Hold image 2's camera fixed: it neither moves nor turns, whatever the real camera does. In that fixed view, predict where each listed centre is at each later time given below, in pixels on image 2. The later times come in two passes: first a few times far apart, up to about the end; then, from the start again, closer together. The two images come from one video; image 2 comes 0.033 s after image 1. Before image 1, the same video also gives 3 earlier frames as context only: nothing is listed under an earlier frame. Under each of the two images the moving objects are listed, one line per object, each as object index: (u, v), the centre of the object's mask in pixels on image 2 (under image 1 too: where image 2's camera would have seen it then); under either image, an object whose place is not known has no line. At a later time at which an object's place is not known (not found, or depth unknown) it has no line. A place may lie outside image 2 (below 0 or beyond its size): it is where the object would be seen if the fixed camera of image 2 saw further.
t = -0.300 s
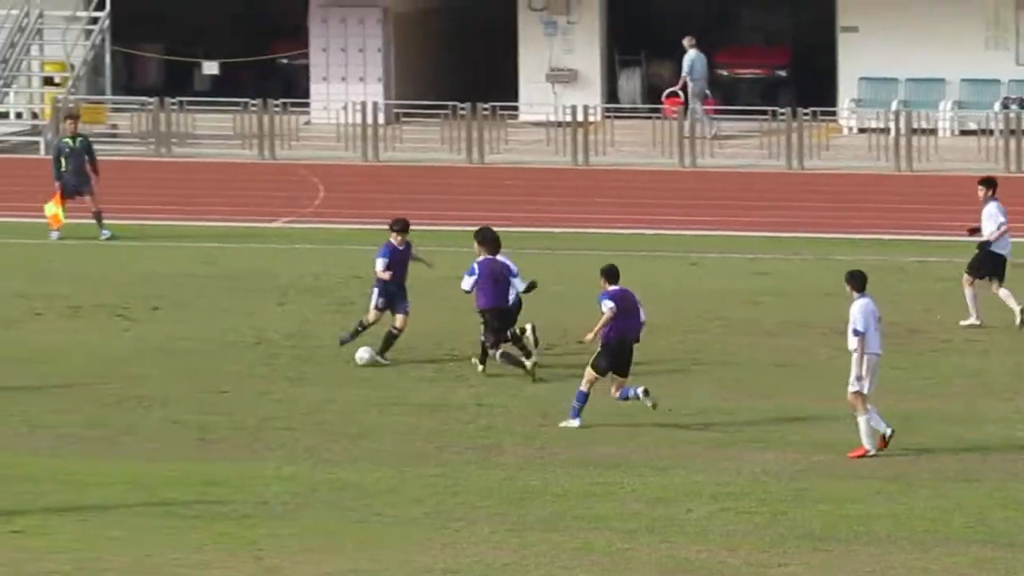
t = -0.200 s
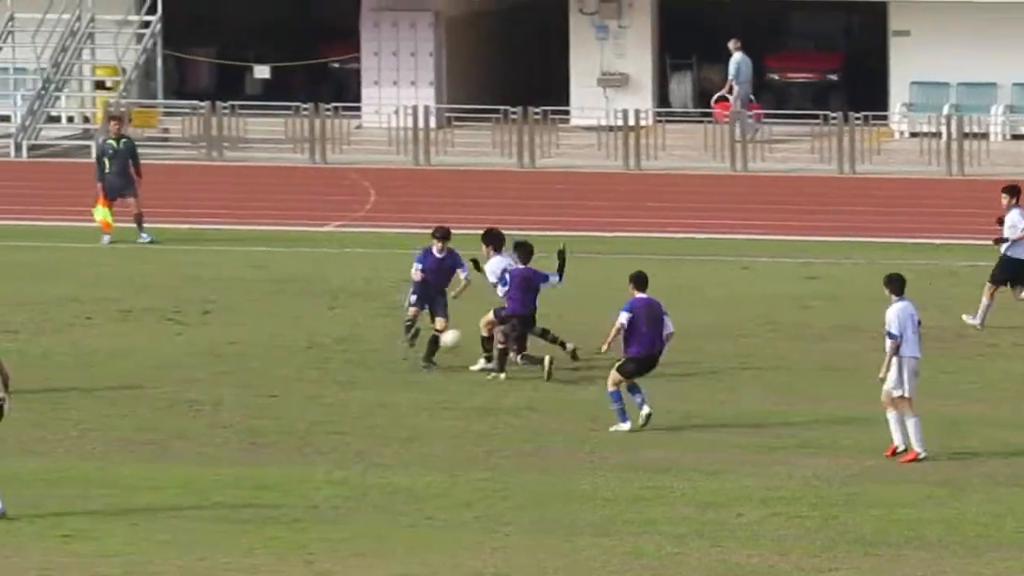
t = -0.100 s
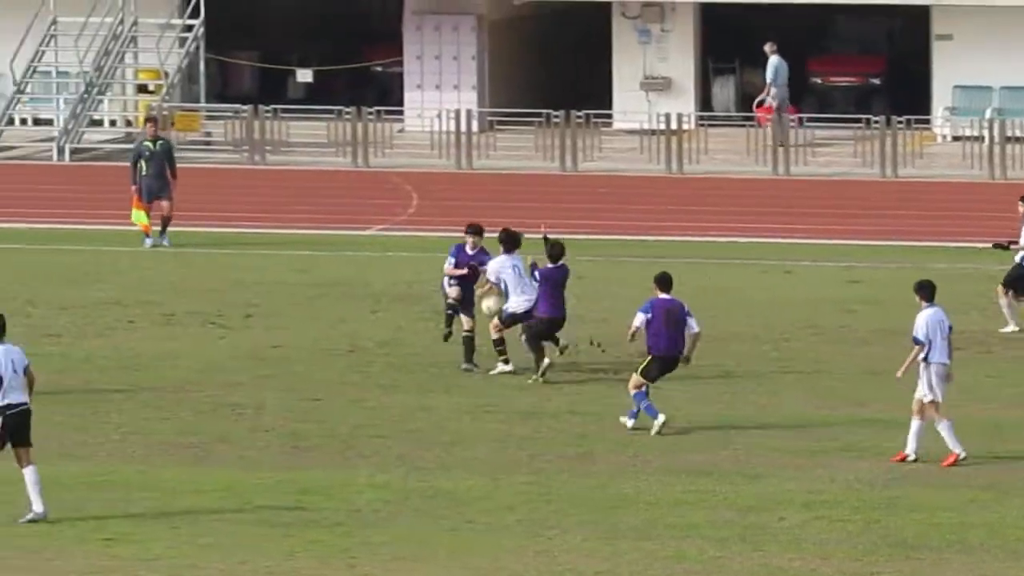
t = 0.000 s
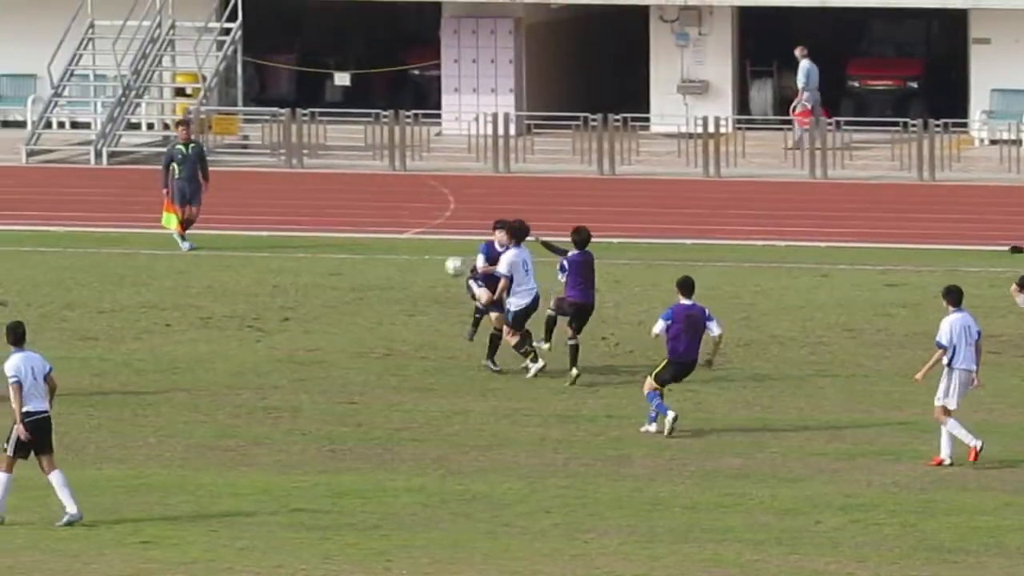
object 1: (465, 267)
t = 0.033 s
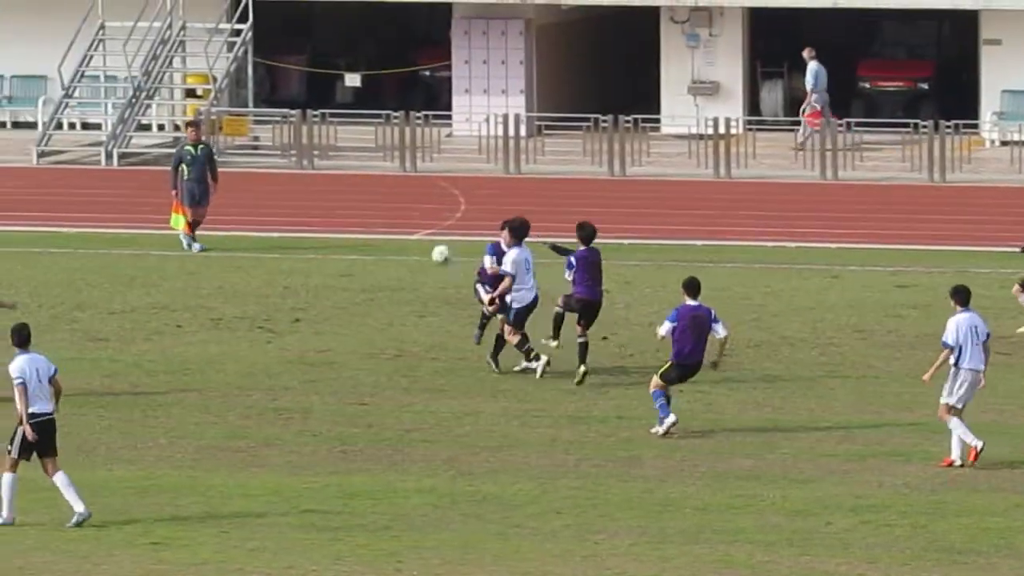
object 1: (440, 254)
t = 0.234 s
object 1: (298, 205)
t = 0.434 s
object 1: (158, 187)
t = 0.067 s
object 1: (416, 244)
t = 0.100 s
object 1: (393, 234)
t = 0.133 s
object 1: (370, 225)
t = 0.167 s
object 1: (346, 217)
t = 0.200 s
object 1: (322, 210)
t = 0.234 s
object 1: (298, 205)
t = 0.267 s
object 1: (273, 198)
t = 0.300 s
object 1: (249, 193)
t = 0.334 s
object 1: (227, 190)
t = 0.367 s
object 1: (203, 188)
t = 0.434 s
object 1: (158, 187)
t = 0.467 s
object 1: (137, 187)
